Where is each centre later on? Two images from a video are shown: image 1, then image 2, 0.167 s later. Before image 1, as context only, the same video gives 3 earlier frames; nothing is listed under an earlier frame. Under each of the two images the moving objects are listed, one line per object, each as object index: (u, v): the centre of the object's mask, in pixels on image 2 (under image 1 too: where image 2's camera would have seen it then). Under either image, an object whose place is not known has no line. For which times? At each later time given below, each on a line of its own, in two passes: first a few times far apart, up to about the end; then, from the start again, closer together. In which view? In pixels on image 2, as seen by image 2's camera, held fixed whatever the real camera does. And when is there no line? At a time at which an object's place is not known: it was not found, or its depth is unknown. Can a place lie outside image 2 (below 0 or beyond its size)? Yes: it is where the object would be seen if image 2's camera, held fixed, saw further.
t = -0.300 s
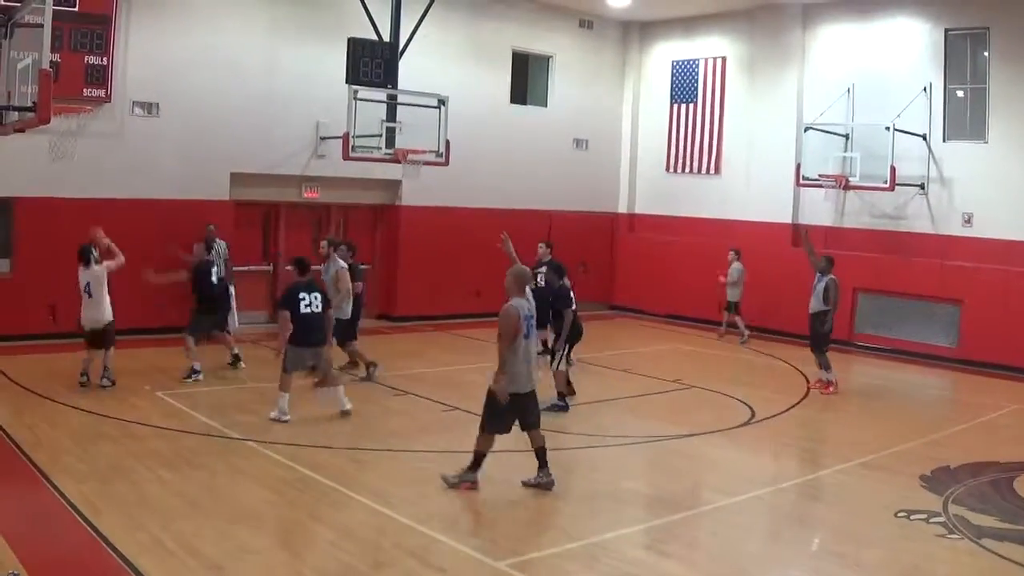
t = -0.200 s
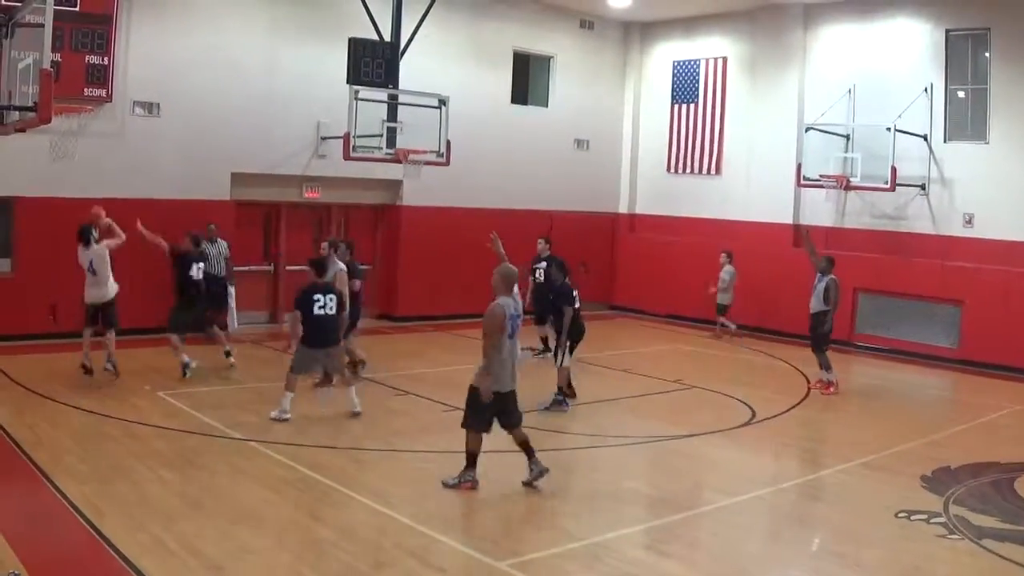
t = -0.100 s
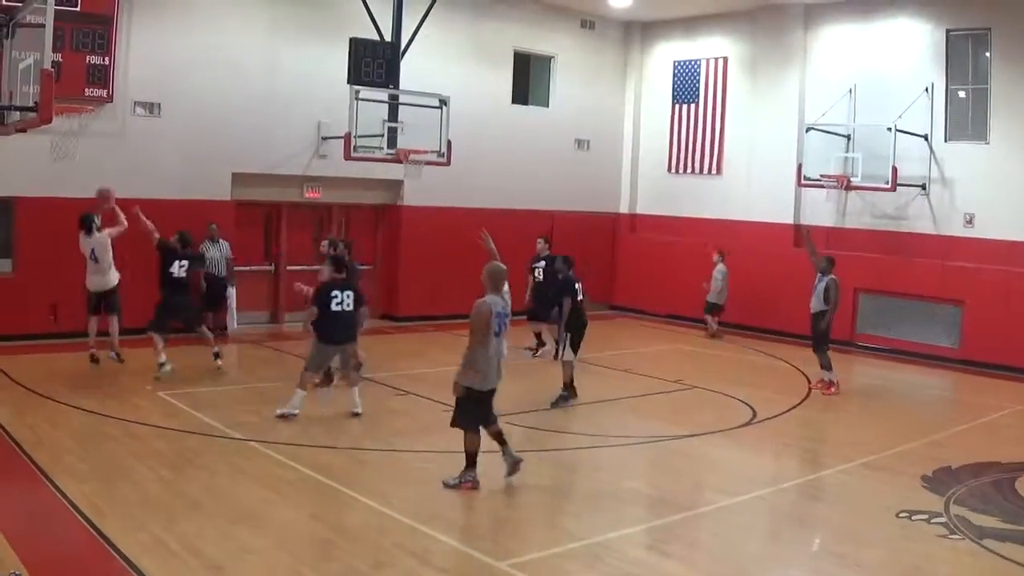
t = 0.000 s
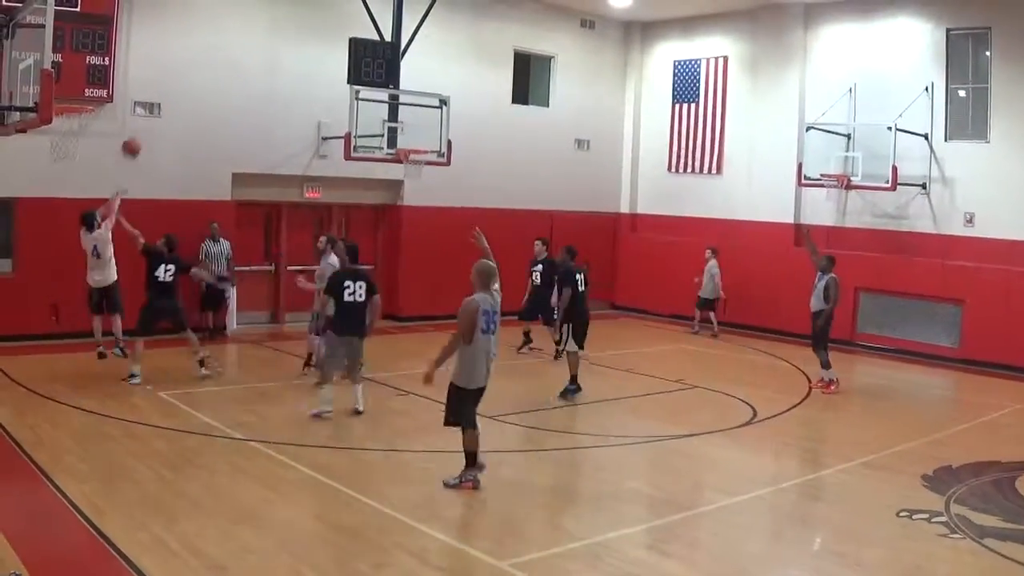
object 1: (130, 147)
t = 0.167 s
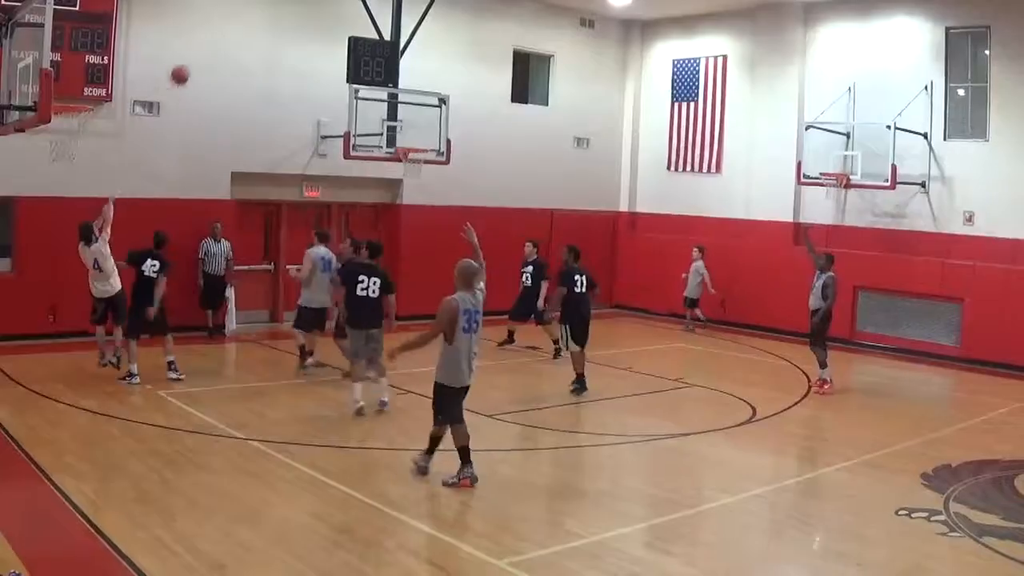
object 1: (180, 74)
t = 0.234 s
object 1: (198, 54)
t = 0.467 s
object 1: (258, 11)
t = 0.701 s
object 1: (311, 11)
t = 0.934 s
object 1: (357, 47)
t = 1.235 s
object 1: (408, 142)
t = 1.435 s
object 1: (415, 158)
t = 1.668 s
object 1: (408, 176)
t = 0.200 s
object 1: (189, 64)
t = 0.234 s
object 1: (198, 54)
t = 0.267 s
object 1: (207, 45)
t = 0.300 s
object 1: (216, 37)
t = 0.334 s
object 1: (225, 30)
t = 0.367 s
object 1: (234, 24)
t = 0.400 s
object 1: (242, 19)
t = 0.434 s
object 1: (250, 15)
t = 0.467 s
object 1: (258, 11)
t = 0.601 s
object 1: (289, 8)
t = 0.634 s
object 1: (297, 9)
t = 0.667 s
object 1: (304, 10)
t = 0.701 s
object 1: (311, 11)
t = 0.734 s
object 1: (317, 15)
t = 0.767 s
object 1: (324, 19)
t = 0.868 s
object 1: (344, 35)
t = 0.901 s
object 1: (350, 43)
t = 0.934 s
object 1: (357, 47)
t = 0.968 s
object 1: (362, 56)
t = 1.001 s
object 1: (369, 64)
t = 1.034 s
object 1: (375, 72)
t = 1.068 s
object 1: (381, 83)
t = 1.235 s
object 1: (408, 142)
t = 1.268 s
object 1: (409, 153)
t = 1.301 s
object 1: (414, 159)
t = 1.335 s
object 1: (416, 162)
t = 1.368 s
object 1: (416, 161)
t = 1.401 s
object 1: (415, 158)
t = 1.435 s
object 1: (415, 158)
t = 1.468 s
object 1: (414, 158)
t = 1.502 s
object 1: (413, 160)
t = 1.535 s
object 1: (413, 161)
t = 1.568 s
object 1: (412, 162)
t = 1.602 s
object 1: (411, 164)
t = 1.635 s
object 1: (410, 167)
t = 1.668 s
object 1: (408, 176)
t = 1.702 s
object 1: (407, 180)
